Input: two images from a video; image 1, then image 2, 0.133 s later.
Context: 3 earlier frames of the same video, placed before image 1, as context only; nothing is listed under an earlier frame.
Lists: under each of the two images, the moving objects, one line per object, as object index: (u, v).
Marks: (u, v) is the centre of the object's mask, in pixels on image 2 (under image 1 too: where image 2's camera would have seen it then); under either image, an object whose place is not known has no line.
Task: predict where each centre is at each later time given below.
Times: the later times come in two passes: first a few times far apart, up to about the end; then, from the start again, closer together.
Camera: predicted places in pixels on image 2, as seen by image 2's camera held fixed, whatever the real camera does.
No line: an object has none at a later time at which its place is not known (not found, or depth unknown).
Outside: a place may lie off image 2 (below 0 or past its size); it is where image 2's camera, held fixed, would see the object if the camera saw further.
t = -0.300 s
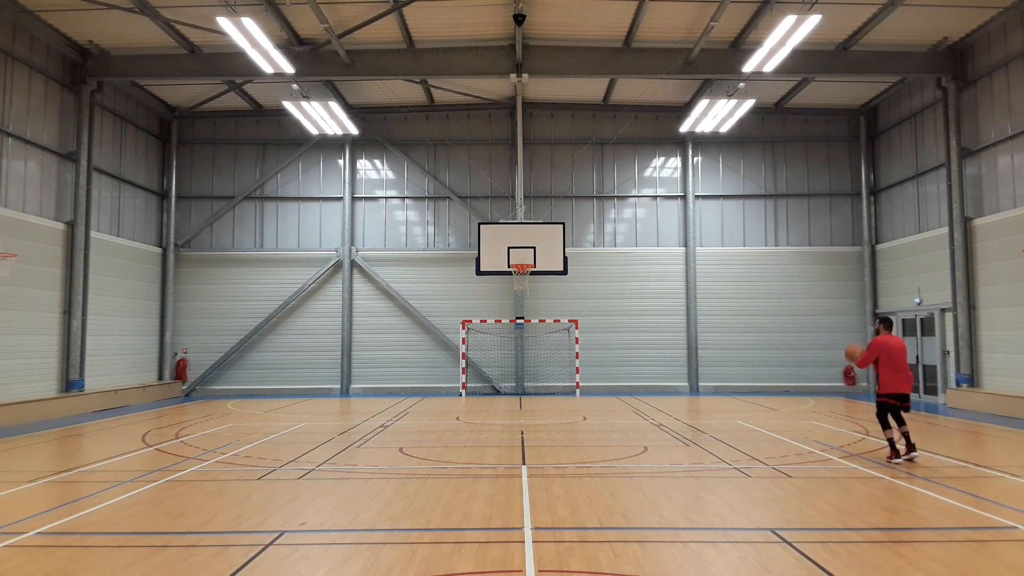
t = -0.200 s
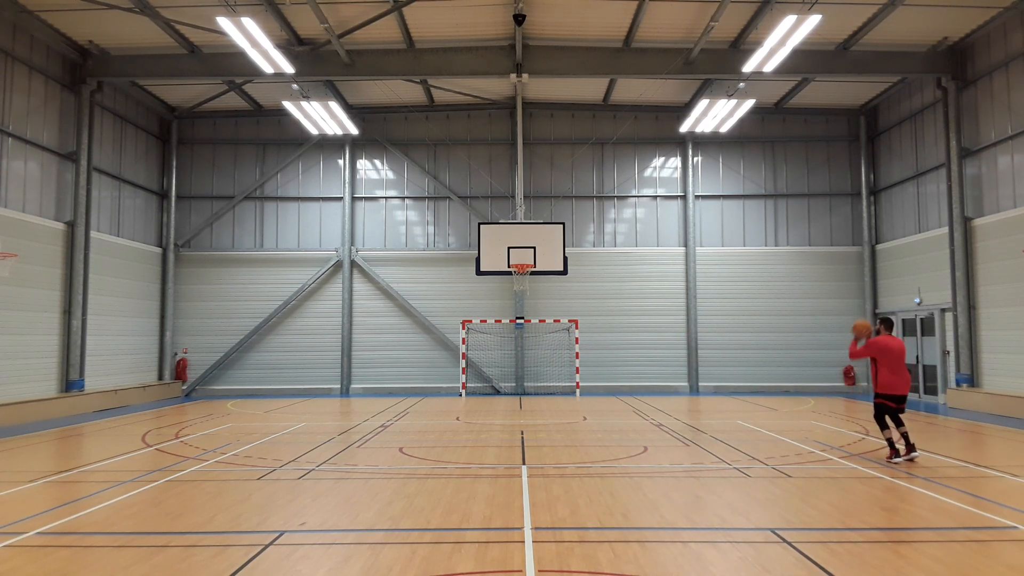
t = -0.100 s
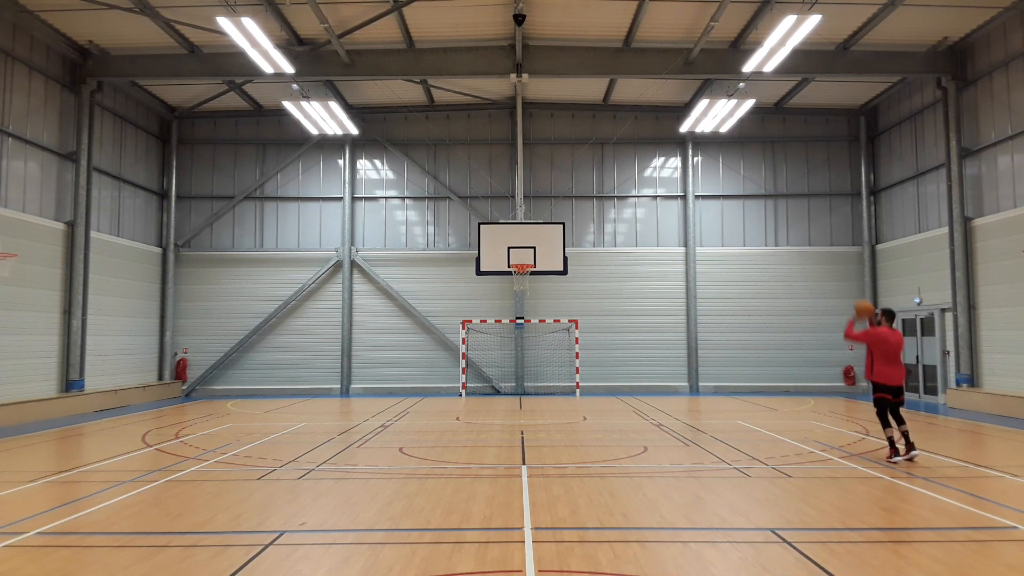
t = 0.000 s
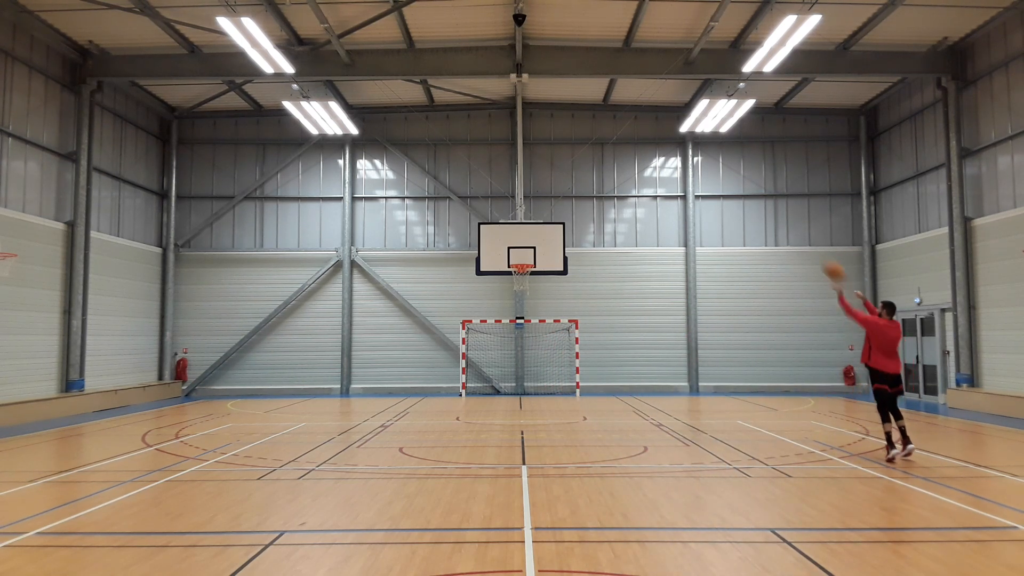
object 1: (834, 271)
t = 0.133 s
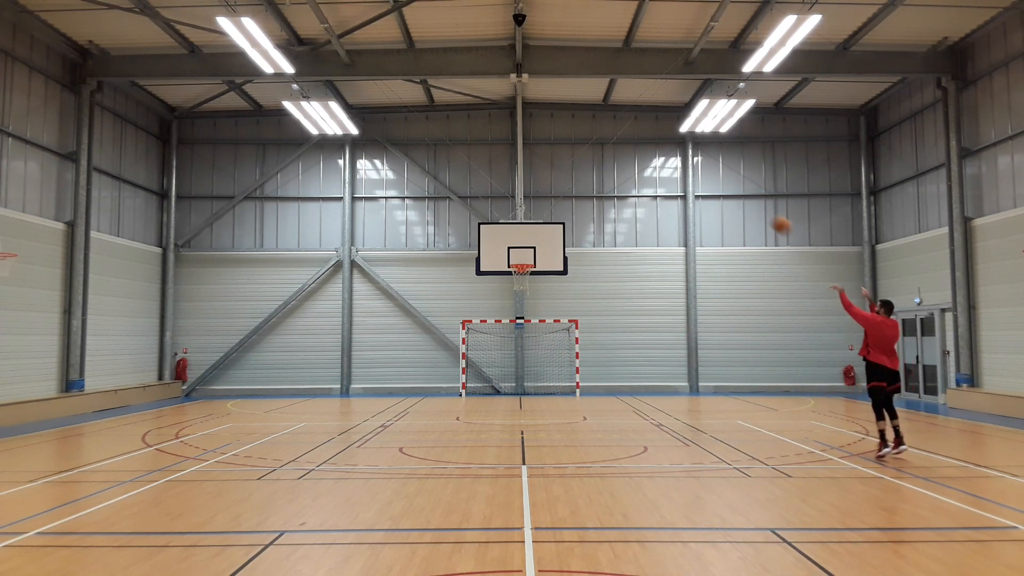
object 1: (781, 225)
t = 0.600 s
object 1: (637, 174)
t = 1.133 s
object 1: (525, 255)
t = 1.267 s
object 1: (511, 276)
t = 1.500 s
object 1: (507, 306)
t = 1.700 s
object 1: (503, 349)
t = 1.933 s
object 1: (501, 399)
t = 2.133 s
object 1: (512, 355)
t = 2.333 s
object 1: (523, 330)
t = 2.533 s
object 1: (534, 322)
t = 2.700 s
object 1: (543, 330)
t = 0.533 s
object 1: (655, 173)
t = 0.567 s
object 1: (645, 173)
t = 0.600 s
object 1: (637, 174)
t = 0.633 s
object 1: (629, 176)
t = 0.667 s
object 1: (621, 177)
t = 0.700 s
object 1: (613, 180)
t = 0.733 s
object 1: (606, 181)
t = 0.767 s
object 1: (598, 186)
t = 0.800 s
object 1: (591, 190)
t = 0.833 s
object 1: (584, 195)
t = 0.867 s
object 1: (577, 200)
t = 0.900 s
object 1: (570, 206)
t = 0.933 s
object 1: (563, 212)
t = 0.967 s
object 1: (557, 217)
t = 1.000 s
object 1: (550, 224)
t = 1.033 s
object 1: (543, 232)
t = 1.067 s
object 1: (537, 239)
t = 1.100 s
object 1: (531, 247)
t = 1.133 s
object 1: (525, 255)
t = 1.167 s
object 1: (520, 261)
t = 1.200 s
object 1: (516, 270)
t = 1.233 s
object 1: (512, 276)
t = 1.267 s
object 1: (511, 276)
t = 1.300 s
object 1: (511, 280)
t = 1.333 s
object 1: (510, 283)
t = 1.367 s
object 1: (510, 286)
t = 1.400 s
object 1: (509, 291)
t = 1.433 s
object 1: (508, 295)
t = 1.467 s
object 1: (507, 300)
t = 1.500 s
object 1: (507, 306)
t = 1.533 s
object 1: (506, 312)
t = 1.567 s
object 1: (506, 318)
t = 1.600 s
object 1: (505, 326)
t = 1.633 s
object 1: (504, 333)
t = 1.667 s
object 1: (504, 341)
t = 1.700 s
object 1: (503, 349)
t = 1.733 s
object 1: (502, 358)
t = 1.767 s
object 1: (502, 368)
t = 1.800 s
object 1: (501, 377)
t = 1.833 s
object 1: (500, 389)
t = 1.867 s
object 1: (499, 399)
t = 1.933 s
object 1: (501, 399)
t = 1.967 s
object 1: (503, 390)
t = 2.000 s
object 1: (505, 382)
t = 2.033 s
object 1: (507, 375)
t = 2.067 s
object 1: (508, 368)
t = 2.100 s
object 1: (510, 361)
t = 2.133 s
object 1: (512, 355)
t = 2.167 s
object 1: (514, 349)
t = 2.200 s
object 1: (516, 344)
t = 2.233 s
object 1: (517, 340)
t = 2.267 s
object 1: (519, 336)
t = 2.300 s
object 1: (521, 332)
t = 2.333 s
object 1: (523, 330)
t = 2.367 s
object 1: (524, 327)
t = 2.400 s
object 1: (526, 325)
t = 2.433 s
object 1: (528, 323)
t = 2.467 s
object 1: (530, 322)
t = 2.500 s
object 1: (532, 322)
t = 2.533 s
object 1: (534, 322)
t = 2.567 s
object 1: (535, 323)
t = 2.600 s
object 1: (537, 324)
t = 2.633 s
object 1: (539, 325)
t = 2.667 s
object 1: (541, 328)
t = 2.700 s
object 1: (543, 330)
